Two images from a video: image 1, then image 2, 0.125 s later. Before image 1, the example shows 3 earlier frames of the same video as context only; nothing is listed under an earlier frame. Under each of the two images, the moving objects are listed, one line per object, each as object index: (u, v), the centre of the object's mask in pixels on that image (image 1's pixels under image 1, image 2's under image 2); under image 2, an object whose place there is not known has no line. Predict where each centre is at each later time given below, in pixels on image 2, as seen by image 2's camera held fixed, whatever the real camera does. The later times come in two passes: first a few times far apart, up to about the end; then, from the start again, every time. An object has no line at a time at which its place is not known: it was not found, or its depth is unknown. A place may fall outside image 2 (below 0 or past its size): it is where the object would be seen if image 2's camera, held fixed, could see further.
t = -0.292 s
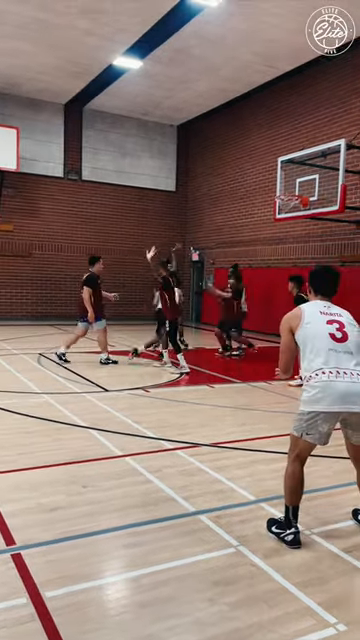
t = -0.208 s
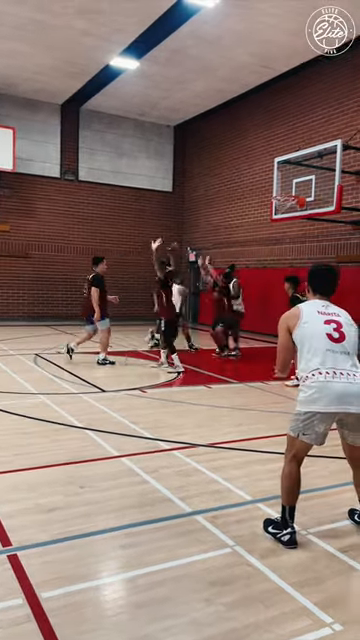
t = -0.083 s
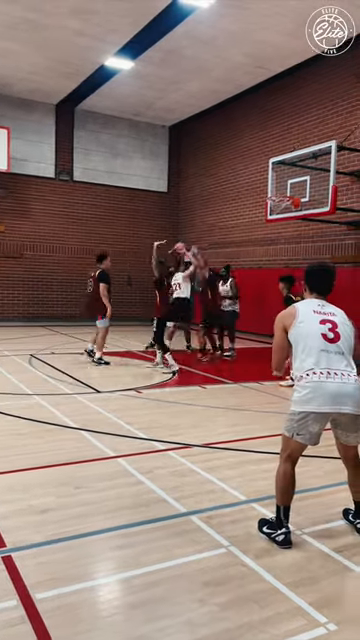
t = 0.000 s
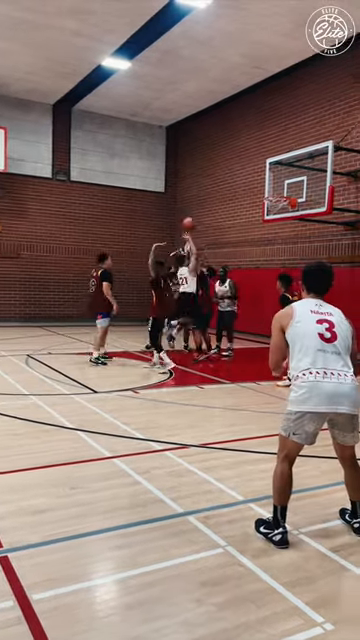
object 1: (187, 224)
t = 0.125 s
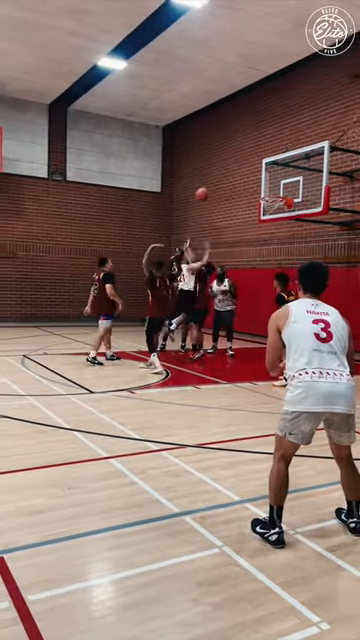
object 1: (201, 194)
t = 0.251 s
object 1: (220, 171)
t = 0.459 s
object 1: (246, 153)
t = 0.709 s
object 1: (276, 161)
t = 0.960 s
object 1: (272, 191)
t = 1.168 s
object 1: (275, 211)
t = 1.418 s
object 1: (277, 225)
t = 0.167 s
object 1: (209, 184)
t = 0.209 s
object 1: (214, 179)
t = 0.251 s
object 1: (220, 171)
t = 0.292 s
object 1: (224, 166)
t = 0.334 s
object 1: (231, 160)
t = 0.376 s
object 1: (235, 157)
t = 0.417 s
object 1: (242, 155)
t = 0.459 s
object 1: (246, 153)
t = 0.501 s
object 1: (252, 152)
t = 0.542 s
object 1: (256, 152)
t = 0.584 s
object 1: (262, 154)
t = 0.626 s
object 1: (265, 156)
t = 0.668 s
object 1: (272, 158)
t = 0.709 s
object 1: (276, 161)
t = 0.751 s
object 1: (280, 166)
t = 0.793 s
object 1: (285, 172)
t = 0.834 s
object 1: (284, 175)
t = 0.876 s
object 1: (280, 180)
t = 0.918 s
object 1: (276, 184)
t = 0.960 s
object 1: (272, 191)
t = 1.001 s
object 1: (270, 196)
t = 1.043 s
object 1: (270, 204)
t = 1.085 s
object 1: (271, 206)
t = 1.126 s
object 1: (275, 209)
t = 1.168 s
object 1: (275, 211)
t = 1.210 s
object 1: (278, 212)
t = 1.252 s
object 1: (279, 215)
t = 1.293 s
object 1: (279, 218)
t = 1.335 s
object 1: (279, 218)
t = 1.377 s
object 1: (279, 220)
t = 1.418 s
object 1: (277, 225)
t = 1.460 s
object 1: (276, 226)
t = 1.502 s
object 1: (275, 230)
